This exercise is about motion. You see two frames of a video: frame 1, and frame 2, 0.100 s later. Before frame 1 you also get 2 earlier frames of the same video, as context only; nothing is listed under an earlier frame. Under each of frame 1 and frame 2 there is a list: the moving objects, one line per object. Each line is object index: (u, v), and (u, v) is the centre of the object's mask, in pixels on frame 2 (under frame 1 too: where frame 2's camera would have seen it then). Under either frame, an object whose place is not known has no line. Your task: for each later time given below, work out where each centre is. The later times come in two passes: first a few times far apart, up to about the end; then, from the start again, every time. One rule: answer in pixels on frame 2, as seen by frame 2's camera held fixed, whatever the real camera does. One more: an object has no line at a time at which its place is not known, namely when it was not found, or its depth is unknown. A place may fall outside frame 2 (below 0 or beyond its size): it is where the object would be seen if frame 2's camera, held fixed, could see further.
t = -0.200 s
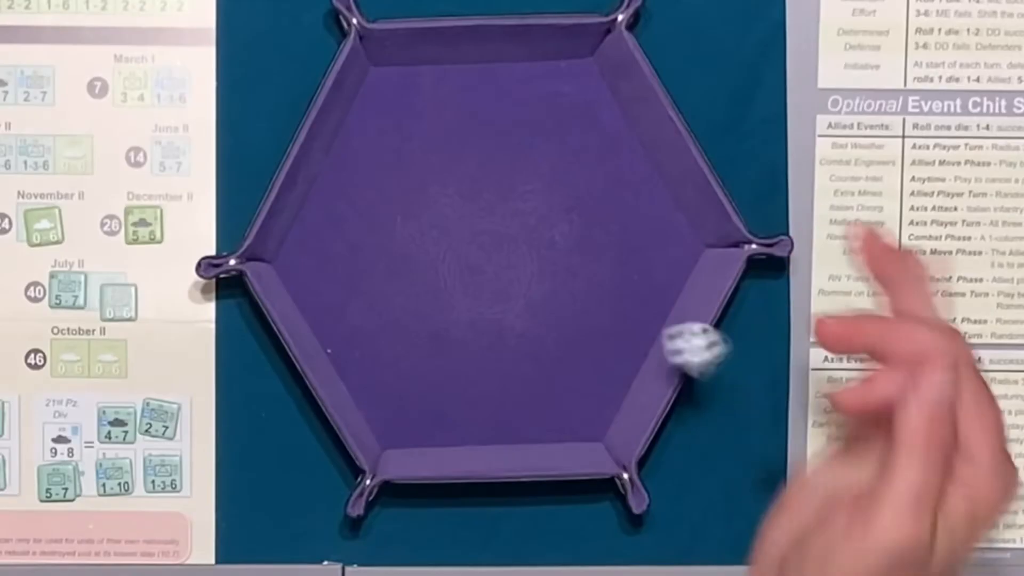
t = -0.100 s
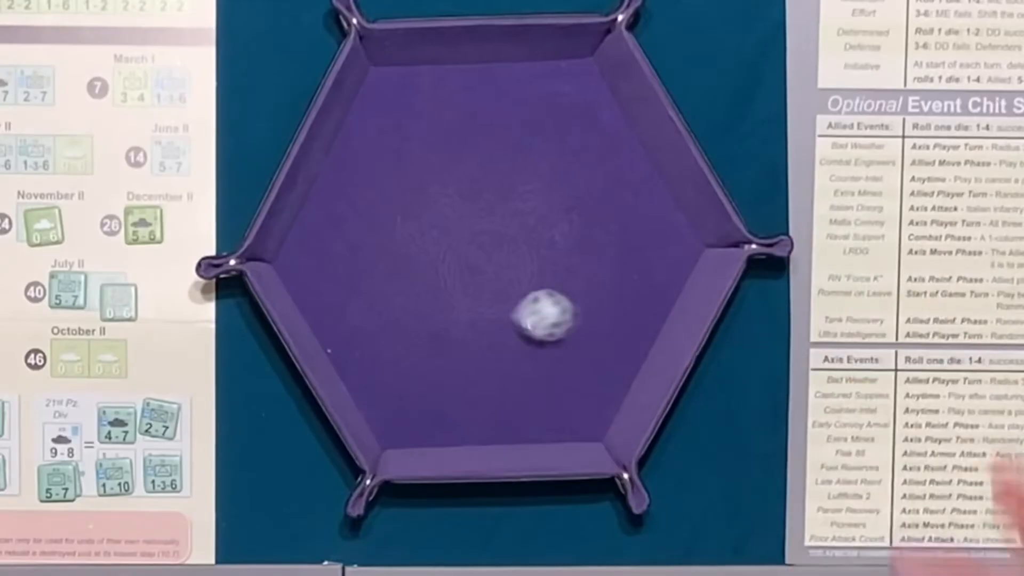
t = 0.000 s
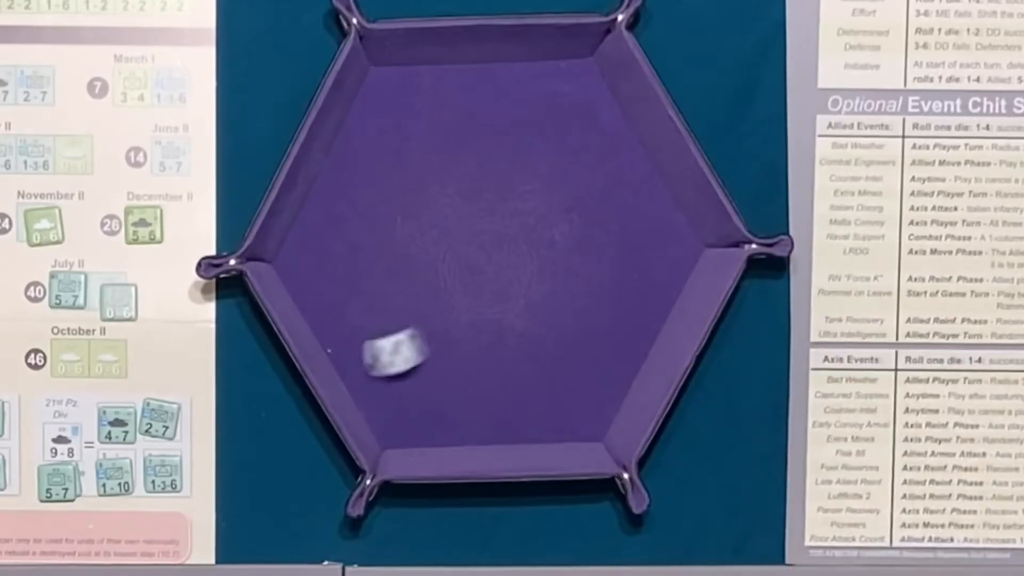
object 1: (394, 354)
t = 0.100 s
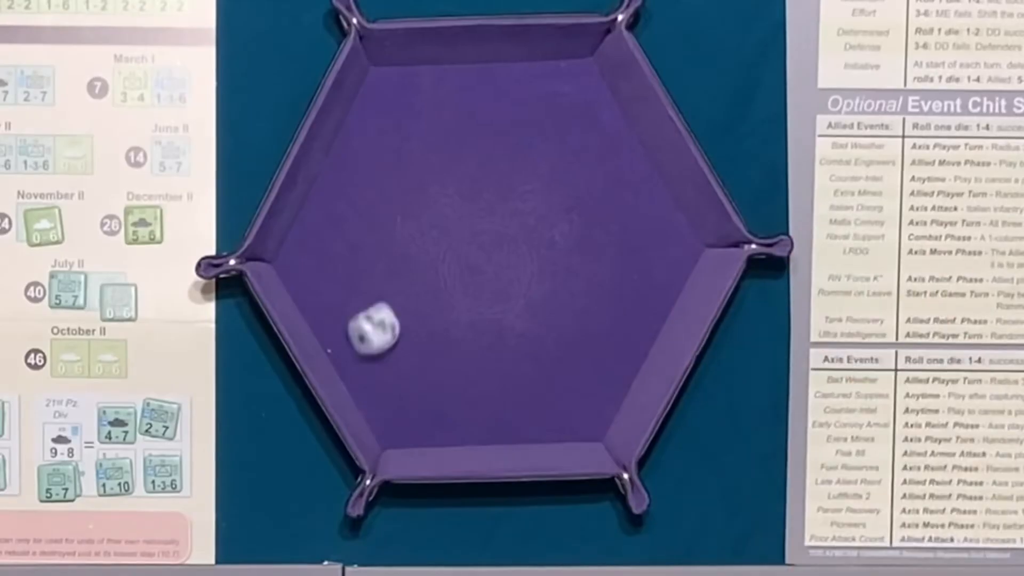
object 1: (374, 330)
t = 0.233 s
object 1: (387, 295)
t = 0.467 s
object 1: (399, 292)
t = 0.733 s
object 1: (399, 292)
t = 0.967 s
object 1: (399, 292)
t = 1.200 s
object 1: (399, 292)
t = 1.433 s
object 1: (399, 292)
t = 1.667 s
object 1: (399, 292)
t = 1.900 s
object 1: (399, 292)
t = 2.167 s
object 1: (399, 292)
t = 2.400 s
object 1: (399, 292)
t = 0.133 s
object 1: (379, 317)
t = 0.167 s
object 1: (386, 308)
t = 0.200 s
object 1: (387, 299)
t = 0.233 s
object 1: (387, 295)
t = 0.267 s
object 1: (391, 291)
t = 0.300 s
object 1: (396, 290)
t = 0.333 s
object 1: (399, 291)
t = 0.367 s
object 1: (399, 292)
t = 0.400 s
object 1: (399, 292)
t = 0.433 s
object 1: (399, 292)
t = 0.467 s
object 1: (399, 292)
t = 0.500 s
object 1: (399, 292)
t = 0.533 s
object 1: (399, 292)
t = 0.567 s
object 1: (399, 292)
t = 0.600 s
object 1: (399, 292)
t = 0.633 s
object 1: (399, 292)
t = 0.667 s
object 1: (399, 292)
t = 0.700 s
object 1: (399, 292)
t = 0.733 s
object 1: (399, 292)
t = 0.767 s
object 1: (399, 292)
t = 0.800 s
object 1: (399, 292)
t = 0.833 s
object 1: (399, 292)
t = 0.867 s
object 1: (399, 292)
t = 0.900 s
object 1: (399, 292)
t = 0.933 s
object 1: (399, 292)
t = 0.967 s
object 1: (399, 292)
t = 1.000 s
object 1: (399, 292)
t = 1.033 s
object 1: (399, 292)
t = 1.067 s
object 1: (399, 292)
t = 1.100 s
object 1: (399, 292)
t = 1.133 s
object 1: (399, 292)
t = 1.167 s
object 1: (399, 292)
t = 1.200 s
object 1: (399, 292)
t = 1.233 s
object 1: (399, 292)
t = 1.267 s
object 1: (399, 292)
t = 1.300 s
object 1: (399, 292)
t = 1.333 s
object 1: (399, 292)
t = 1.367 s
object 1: (399, 292)
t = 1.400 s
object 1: (399, 292)
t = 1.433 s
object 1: (399, 292)
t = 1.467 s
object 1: (399, 292)
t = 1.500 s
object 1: (399, 292)
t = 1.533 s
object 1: (399, 292)
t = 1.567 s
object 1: (399, 292)
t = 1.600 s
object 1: (399, 292)
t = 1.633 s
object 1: (399, 292)
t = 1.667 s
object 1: (399, 292)
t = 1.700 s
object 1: (399, 292)
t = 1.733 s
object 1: (399, 292)
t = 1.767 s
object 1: (399, 292)
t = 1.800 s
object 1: (399, 292)
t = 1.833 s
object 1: (399, 292)
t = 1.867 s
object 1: (399, 292)
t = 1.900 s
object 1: (399, 292)
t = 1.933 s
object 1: (399, 292)
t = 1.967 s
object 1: (399, 292)
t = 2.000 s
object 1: (399, 292)
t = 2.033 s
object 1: (399, 292)
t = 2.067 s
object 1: (399, 292)
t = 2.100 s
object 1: (399, 292)
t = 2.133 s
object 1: (399, 292)
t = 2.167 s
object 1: (399, 292)
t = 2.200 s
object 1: (399, 292)
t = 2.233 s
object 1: (399, 292)
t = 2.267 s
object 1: (399, 292)
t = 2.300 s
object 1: (399, 292)
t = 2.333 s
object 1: (399, 292)
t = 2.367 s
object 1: (399, 292)
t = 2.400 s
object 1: (399, 292)
